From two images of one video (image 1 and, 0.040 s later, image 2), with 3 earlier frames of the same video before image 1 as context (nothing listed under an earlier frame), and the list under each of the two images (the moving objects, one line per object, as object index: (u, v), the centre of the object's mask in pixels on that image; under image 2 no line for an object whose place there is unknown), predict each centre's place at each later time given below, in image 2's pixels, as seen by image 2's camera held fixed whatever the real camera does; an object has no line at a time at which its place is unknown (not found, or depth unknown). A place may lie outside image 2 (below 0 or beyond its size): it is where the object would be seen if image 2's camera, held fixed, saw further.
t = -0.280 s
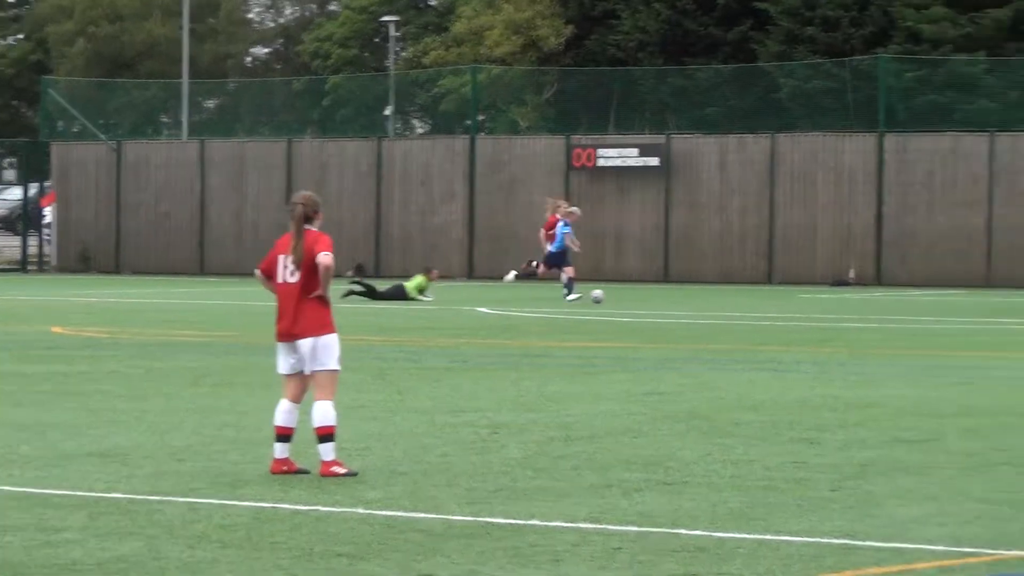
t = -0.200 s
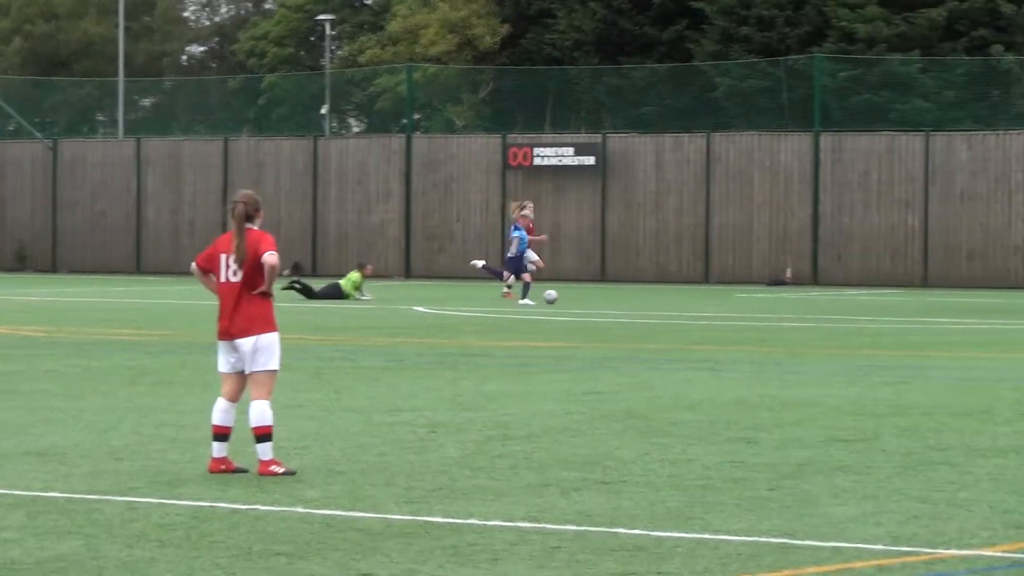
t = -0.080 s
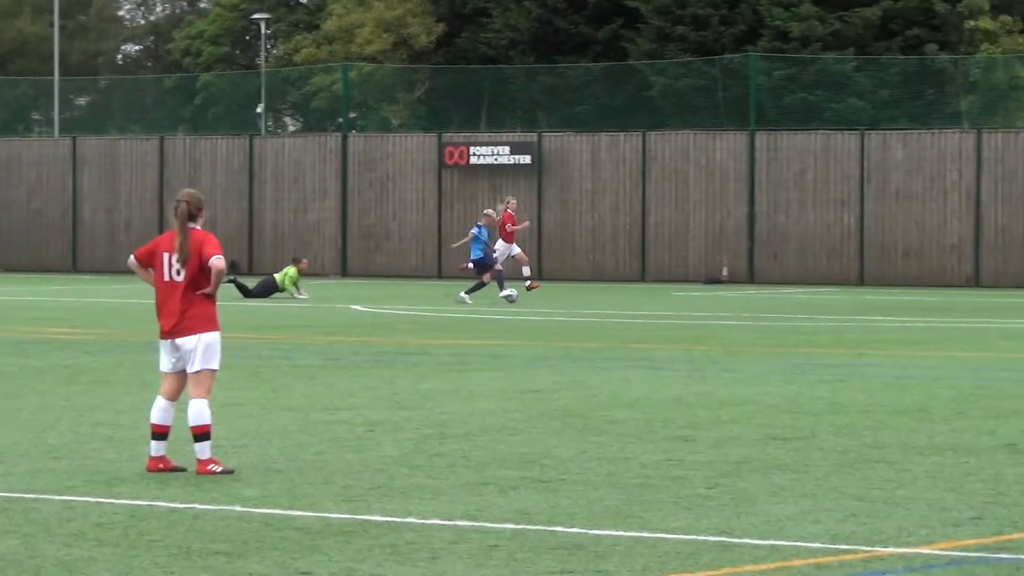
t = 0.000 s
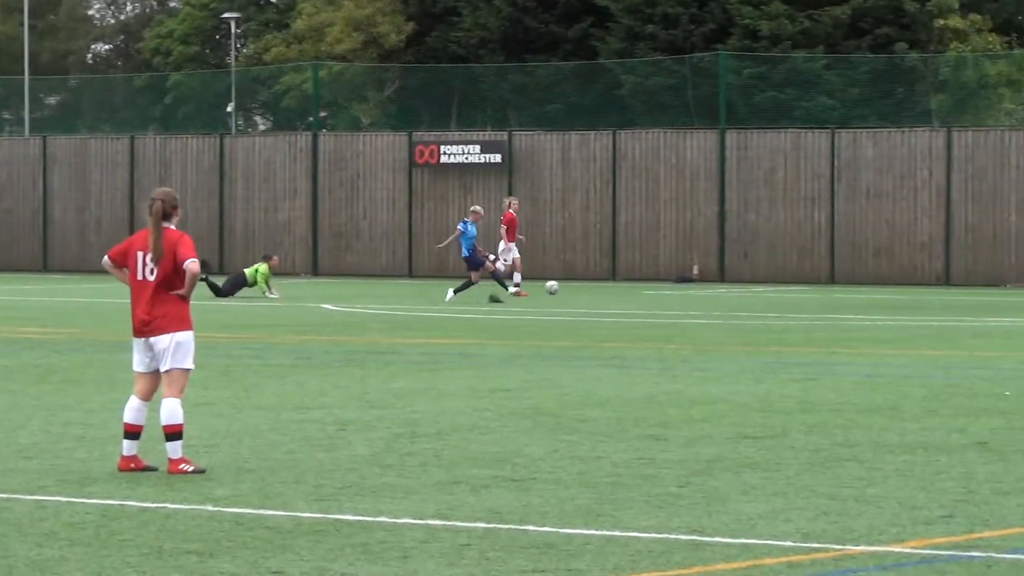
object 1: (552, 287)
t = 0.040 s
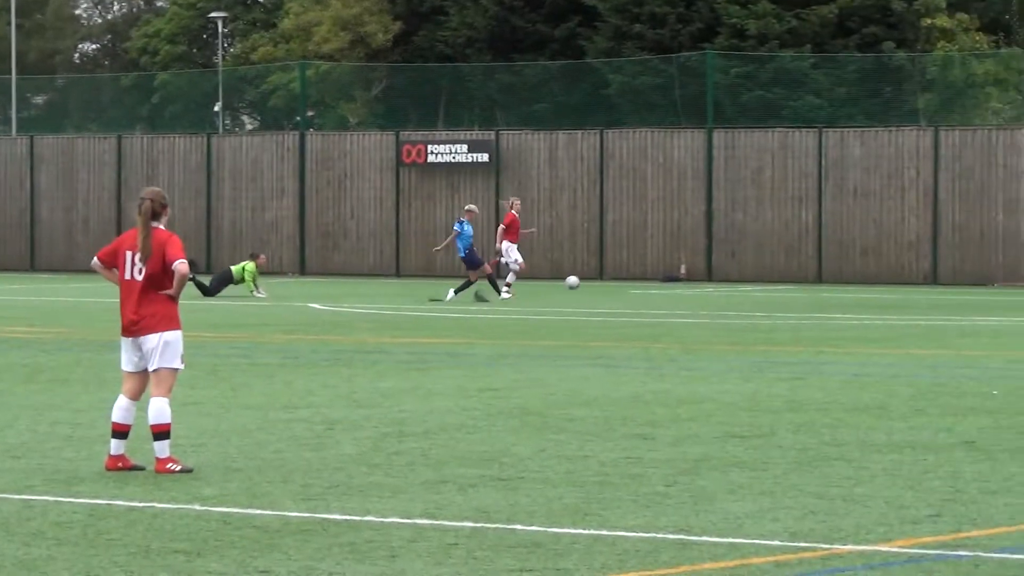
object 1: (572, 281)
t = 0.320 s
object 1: (789, 289)
